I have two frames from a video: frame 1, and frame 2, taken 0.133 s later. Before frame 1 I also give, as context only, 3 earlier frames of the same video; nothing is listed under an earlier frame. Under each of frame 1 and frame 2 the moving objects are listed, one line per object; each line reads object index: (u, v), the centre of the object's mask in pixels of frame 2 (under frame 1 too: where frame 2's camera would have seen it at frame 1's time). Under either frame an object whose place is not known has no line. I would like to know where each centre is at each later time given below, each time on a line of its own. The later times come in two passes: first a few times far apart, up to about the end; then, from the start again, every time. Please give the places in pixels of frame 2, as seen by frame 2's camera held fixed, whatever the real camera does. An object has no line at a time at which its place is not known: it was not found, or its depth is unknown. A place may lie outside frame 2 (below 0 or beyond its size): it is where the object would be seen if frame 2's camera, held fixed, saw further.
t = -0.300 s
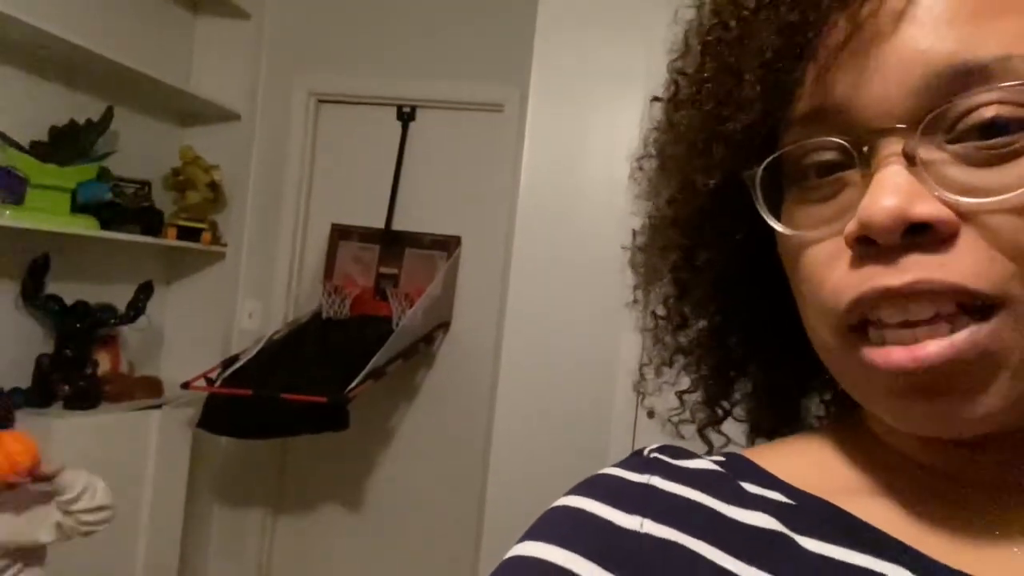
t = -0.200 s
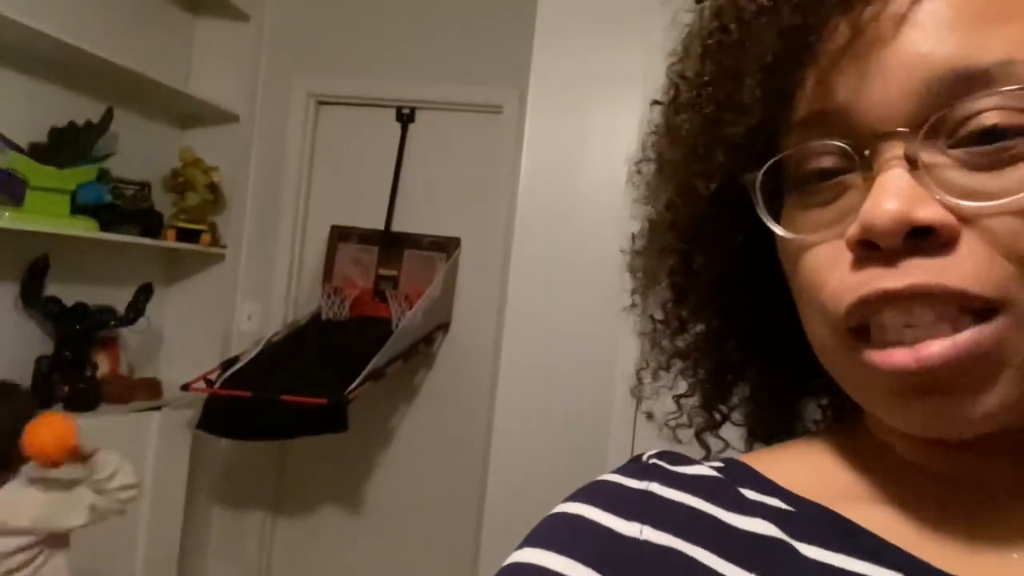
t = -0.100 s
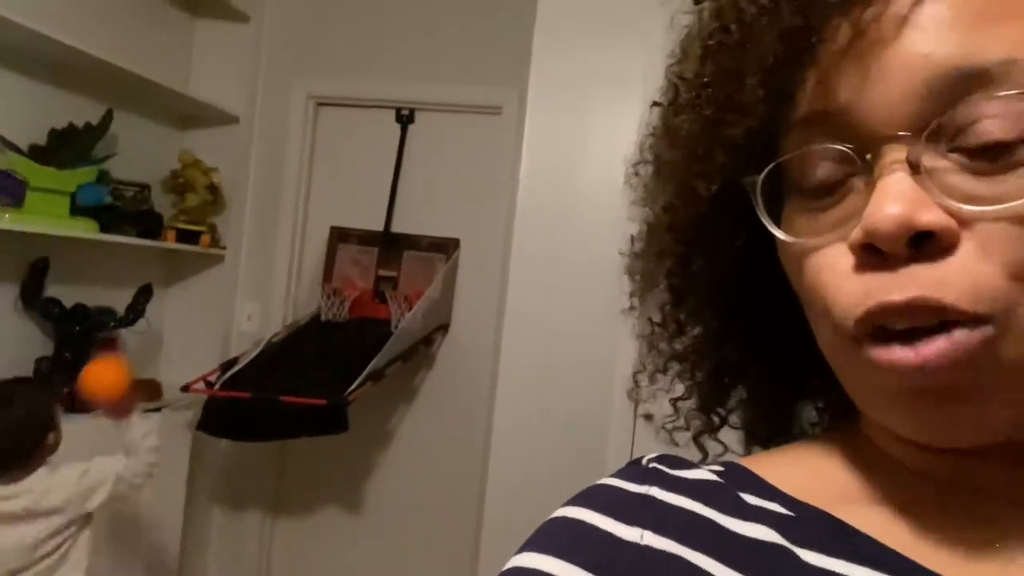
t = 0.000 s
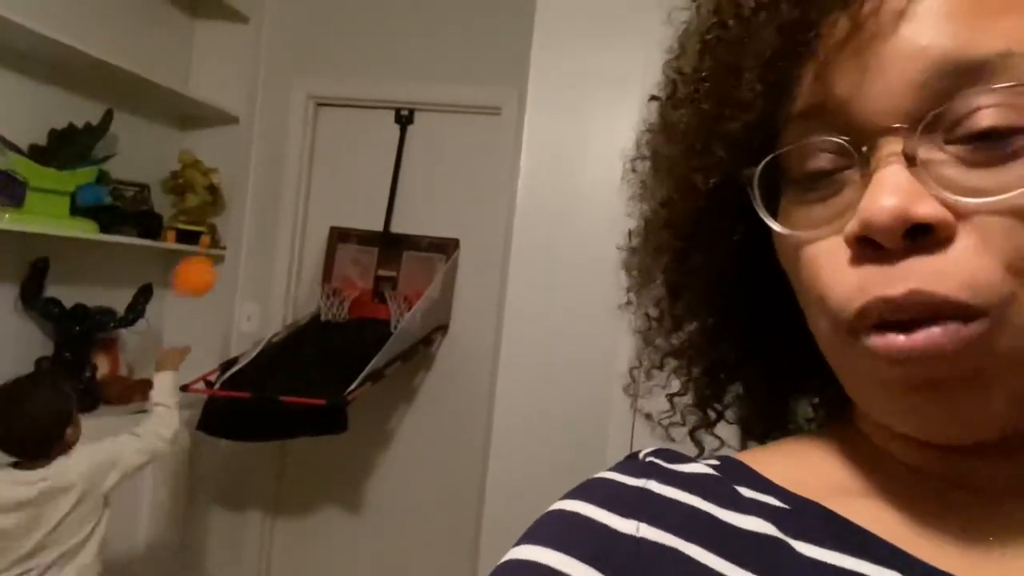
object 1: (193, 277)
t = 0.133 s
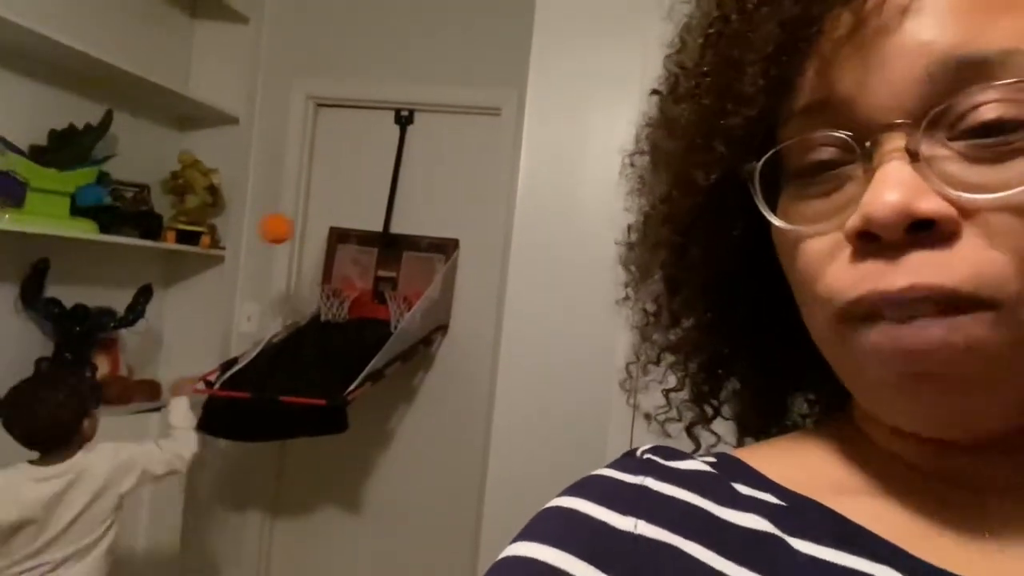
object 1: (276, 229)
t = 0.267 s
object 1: (328, 242)
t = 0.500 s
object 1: (363, 257)
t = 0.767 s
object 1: (329, 284)
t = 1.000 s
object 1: (305, 311)
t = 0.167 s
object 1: (292, 227)
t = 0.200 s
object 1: (305, 229)
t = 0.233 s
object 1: (317, 234)
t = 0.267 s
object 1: (328, 242)
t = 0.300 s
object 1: (337, 251)
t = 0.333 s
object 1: (347, 266)
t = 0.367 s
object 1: (358, 280)
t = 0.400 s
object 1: (360, 282)
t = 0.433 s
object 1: (364, 268)
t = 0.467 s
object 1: (365, 263)
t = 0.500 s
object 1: (363, 257)
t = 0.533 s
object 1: (359, 251)
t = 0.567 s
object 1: (356, 249)
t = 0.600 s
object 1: (351, 248)
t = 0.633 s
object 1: (348, 250)
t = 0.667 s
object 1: (342, 254)
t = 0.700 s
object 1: (338, 262)
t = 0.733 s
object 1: (333, 275)
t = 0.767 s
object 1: (329, 284)
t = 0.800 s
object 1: (329, 283)
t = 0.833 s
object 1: (326, 281)
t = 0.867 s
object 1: (321, 282)
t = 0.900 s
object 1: (318, 284)
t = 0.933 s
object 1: (314, 292)
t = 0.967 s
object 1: (308, 303)
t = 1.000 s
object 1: (305, 311)
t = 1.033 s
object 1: (299, 331)
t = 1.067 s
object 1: (294, 349)
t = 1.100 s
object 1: (288, 372)
